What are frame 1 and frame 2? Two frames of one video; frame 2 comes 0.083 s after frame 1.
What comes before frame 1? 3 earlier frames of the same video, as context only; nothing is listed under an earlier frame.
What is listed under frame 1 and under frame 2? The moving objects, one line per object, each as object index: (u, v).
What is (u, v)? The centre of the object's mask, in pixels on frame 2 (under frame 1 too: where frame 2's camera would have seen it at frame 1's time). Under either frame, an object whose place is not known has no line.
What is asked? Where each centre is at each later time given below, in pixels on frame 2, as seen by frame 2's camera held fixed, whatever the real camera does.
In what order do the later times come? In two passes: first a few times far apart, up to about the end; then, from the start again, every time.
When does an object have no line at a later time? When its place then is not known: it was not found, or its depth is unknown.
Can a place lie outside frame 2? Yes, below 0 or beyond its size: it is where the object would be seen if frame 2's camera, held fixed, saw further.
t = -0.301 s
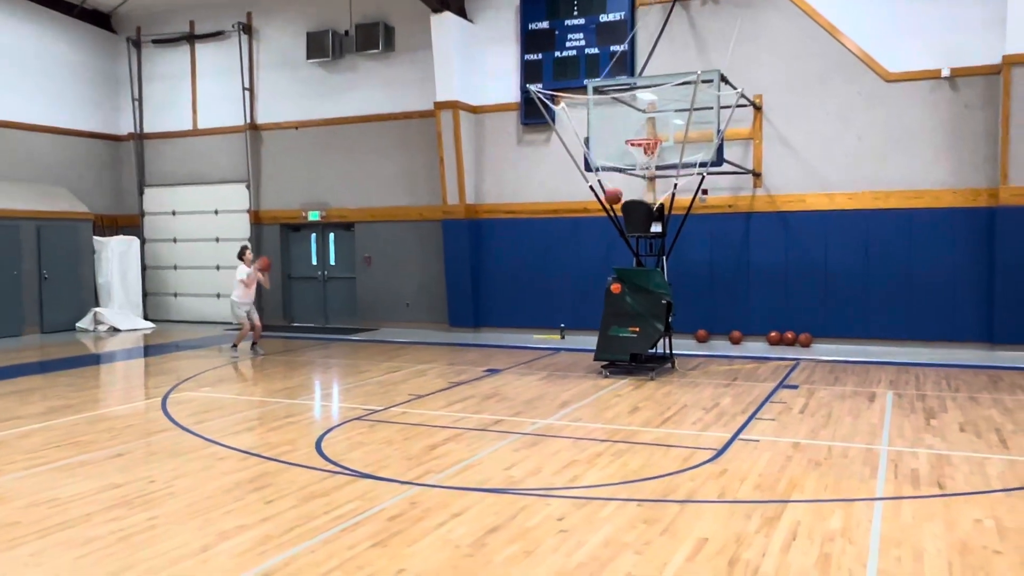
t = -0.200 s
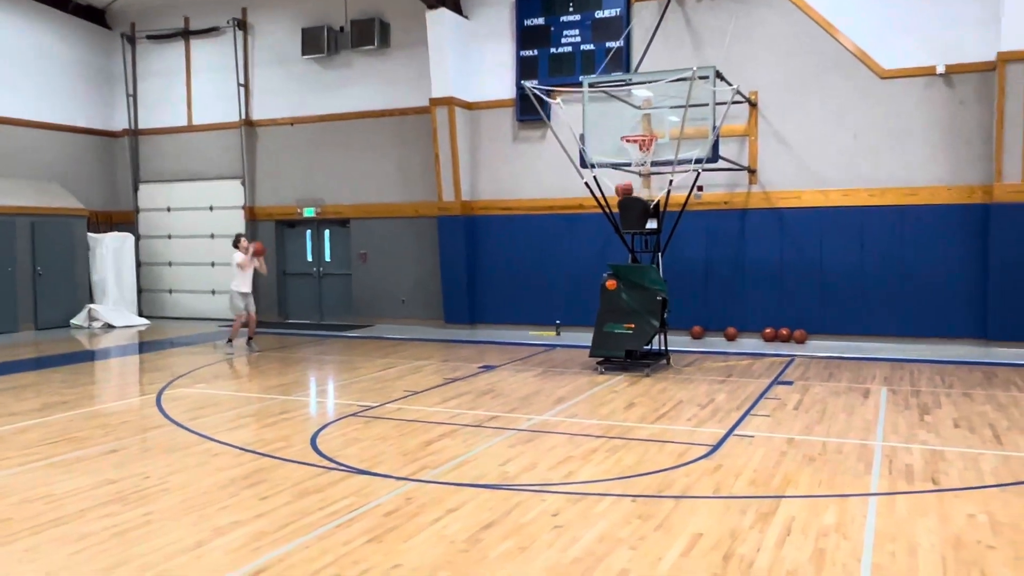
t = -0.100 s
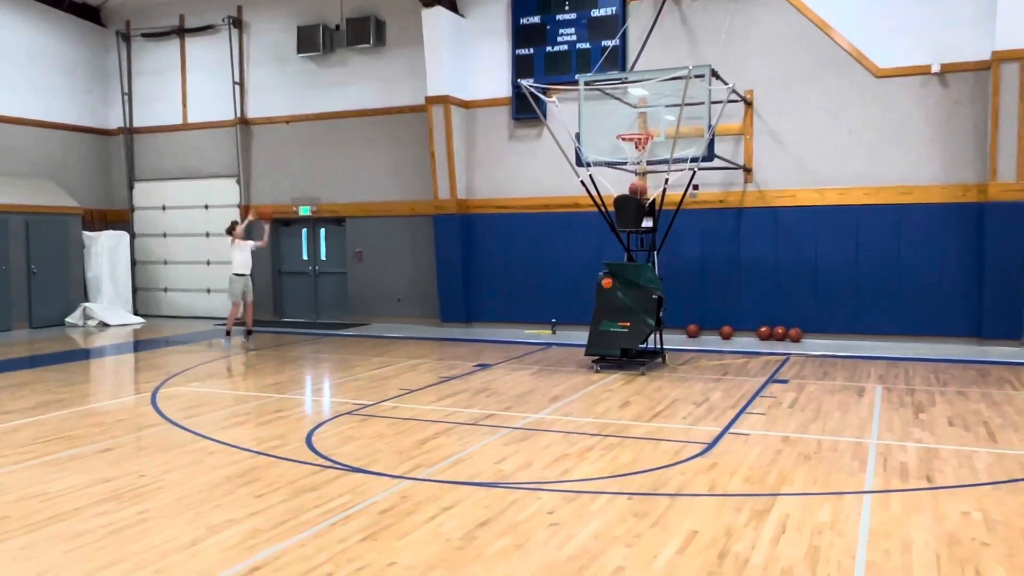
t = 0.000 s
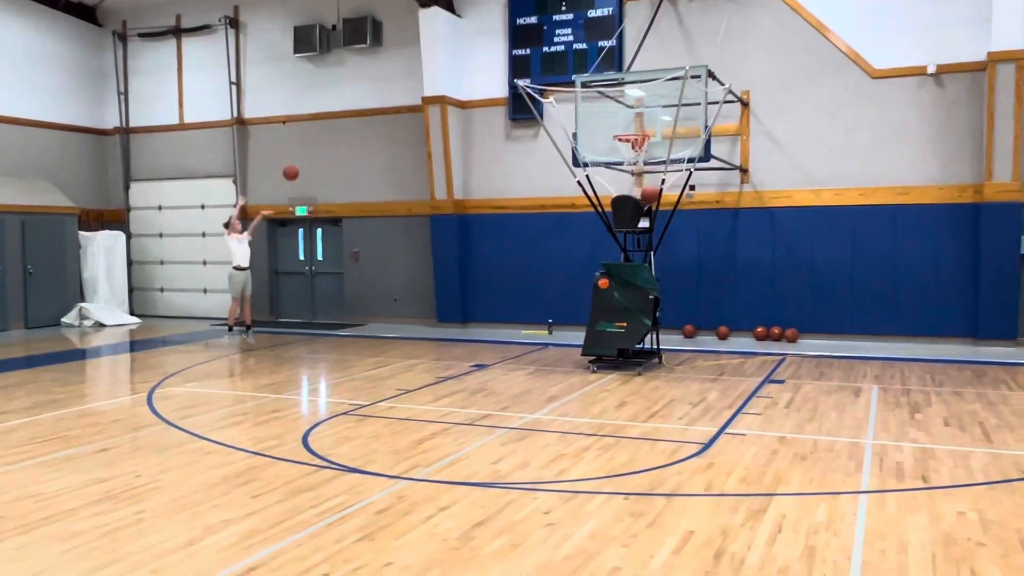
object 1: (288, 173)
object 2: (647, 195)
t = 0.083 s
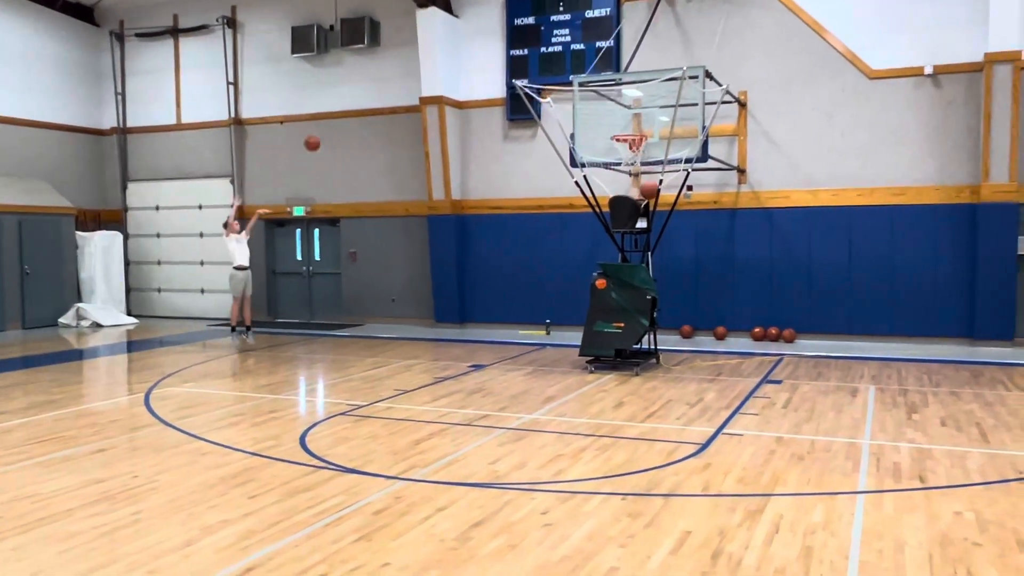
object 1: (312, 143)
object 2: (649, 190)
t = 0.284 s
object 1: (371, 89)
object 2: (639, 177)
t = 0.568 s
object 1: (460, 56)
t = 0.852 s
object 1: (554, 77)
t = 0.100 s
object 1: (317, 138)
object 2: (649, 189)
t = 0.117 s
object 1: (321, 132)
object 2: (648, 187)
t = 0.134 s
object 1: (326, 127)
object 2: (647, 185)
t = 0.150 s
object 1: (331, 123)
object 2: (646, 183)
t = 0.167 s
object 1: (336, 118)
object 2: (646, 182)
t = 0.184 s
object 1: (341, 113)
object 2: (645, 180)
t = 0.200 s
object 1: (346, 108)
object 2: (644, 179)
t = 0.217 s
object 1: (352, 104)
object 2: (643, 178)
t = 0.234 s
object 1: (356, 100)
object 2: (642, 178)
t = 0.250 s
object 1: (361, 96)
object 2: (642, 178)
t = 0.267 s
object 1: (366, 92)
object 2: (640, 177)
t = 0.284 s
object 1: (371, 89)
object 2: (639, 177)
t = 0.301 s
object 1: (377, 85)
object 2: (639, 177)
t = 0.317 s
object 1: (382, 82)
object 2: (638, 177)
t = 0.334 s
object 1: (387, 79)
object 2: (637, 178)
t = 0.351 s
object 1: (392, 76)
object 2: (636, 178)
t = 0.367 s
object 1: (397, 74)
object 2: (635, 180)
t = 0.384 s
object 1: (402, 71)
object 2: (634, 181)
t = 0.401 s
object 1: (407, 69)
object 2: (634, 183)
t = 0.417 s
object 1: (412, 67)
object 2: (633, 185)
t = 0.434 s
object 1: (417, 65)
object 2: (632, 186)
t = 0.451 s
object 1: (423, 63)
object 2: (631, 187)
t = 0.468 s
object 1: (428, 61)
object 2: (631, 189)
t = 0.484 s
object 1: (433, 60)
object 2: (630, 191)
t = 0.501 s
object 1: (439, 59)
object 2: (629, 194)
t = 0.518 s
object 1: (444, 58)
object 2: (629, 194)
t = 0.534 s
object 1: (450, 57)
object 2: (627, 194)
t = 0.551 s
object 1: (455, 56)
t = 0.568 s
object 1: (460, 56)
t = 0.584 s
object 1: (466, 56)
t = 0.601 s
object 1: (471, 56)
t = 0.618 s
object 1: (477, 56)
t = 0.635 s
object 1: (482, 56)
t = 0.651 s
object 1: (488, 57)
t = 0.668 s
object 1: (493, 58)
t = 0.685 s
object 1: (499, 59)
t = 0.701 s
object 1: (504, 59)
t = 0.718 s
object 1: (510, 61)
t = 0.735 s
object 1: (516, 62)
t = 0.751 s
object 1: (521, 64)
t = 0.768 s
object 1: (526, 65)
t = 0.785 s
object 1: (532, 67)
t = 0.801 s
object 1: (538, 70)
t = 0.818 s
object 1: (544, 72)
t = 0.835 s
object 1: (549, 76)
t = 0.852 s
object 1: (554, 77)
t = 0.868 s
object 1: (560, 80)
